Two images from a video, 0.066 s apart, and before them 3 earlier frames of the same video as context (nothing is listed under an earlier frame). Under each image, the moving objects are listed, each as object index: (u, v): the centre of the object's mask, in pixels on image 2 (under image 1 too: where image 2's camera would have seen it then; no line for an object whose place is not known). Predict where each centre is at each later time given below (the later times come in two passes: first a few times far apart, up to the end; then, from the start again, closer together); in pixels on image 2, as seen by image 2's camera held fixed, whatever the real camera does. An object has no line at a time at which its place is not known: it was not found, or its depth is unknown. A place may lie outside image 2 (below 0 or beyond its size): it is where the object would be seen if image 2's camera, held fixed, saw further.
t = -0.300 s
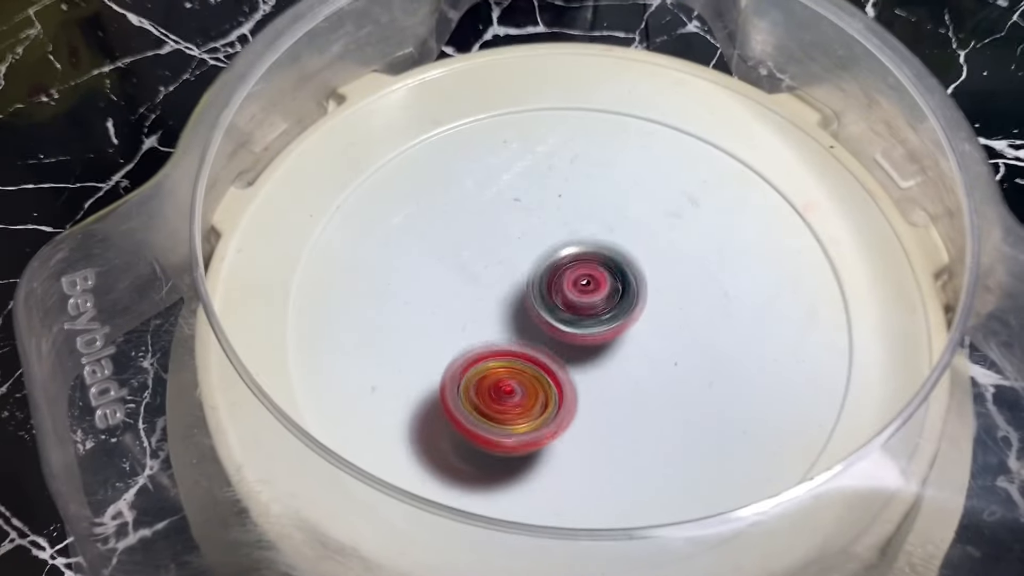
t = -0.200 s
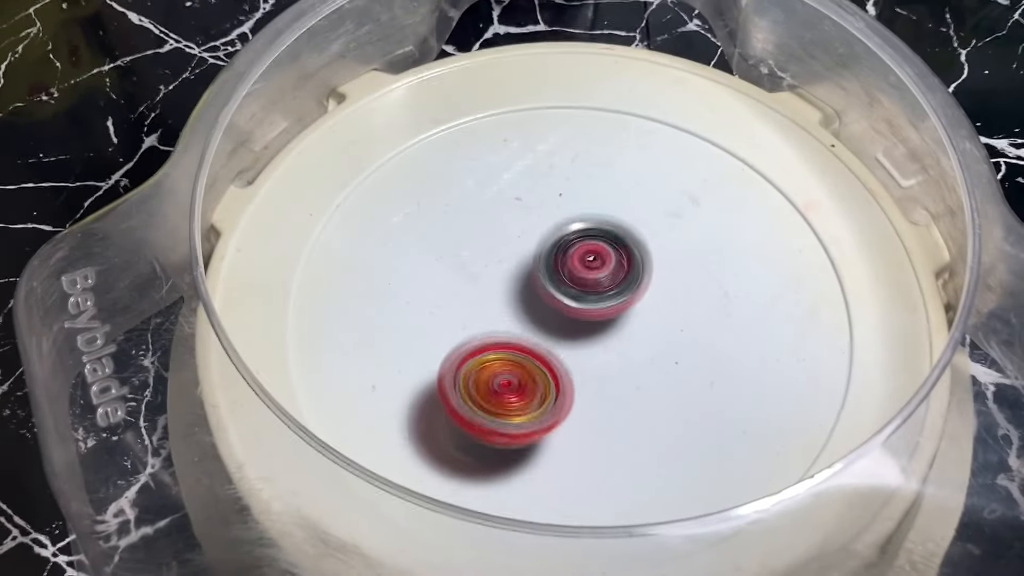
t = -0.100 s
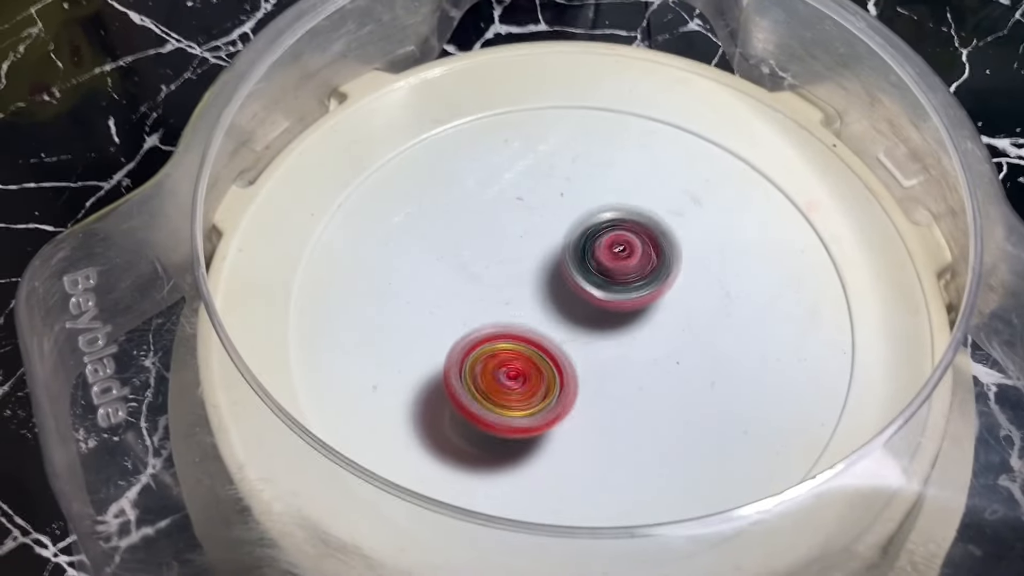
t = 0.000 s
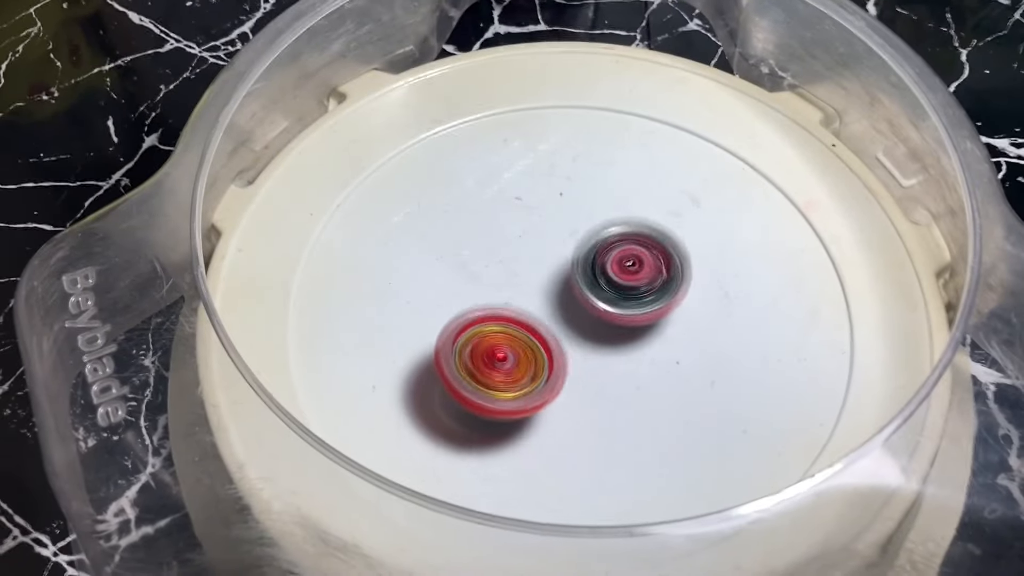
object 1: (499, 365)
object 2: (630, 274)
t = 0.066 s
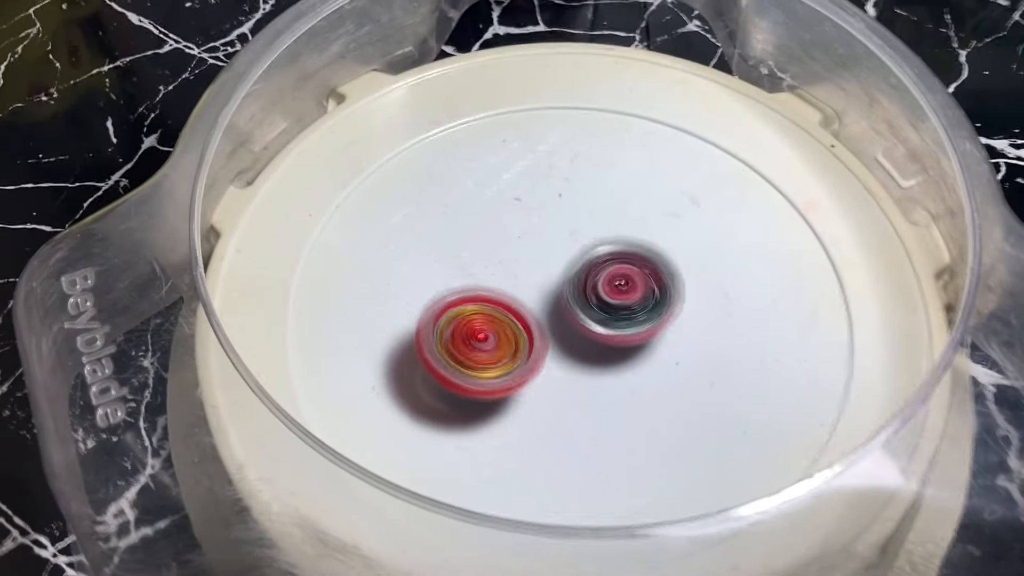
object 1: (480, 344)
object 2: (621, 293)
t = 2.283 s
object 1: (567, 238)
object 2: (572, 359)
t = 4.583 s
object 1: (600, 383)
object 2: (497, 287)
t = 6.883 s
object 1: (588, 224)
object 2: (572, 374)
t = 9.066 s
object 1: (603, 244)
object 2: (540, 351)
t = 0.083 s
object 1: (475, 336)
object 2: (616, 297)
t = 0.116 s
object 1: (467, 328)
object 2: (604, 305)
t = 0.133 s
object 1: (466, 322)
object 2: (597, 308)
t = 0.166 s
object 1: (459, 313)
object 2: (588, 312)
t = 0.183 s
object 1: (455, 310)
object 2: (584, 312)
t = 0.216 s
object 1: (449, 303)
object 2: (579, 309)
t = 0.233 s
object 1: (446, 301)
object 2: (576, 306)
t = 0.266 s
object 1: (441, 301)
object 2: (573, 300)
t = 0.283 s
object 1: (438, 299)
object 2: (573, 297)
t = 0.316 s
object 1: (435, 301)
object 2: (572, 293)
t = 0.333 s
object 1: (435, 302)
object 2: (572, 291)
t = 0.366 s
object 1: (433, 301)
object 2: (569, 288)
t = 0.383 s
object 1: (433, 304)
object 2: (569, 288)
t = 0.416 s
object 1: (435, 304)
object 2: (567, 287)
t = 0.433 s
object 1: (434, 303)
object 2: (566, 285)
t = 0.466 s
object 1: (437, 305)
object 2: (566, 286)
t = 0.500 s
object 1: (438, 301)
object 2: (563, 285)
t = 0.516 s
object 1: (440, 301)
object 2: (564, 285)
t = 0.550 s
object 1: (437, 297)
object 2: (573, 282)
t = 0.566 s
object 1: (432, 294)
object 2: (582, 282)
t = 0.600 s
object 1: (432, 293)
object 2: (600, 279)
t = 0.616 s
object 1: (433, 290)
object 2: (607, 277)
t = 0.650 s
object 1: (437, 290)
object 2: (618, 279)
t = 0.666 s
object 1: (442, 288)
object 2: (621, 280)
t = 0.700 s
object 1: (448, 285)
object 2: (625, 285)
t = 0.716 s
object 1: (454, 286)
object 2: (625, 288)
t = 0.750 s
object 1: (463, 283)
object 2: (621, 294)
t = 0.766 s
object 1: (465, 282)
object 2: (619, 297)
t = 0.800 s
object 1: (477, 280)
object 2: (611, 304)
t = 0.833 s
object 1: (480, 275)
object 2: (609, 312)
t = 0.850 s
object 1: (479, 272)
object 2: (613, 316)
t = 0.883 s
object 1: (475, 266)
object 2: (620, 319)
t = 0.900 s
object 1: (476, 265)
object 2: (622, 322)
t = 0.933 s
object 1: (476, 260)
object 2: (621, 326)
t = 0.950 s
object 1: (477, 260)
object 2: (619, 328)
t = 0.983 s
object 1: (481, 258)
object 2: (613, 335)
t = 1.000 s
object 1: (481, 257)
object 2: (608, 338)
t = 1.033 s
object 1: (487, 258)
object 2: (596, 338)
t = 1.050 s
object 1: (487, 257)
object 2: (588, 338)
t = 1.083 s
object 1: (487, 253)
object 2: (576, 343)
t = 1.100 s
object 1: (481, 248)
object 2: (579, 353)
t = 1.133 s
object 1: (470, 236)
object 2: (592, 371)
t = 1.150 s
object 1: (465, 233)
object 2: (598, 379)
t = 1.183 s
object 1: (459, 228)
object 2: (606, 389)
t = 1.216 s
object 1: (452, 226)
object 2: (609, 396)
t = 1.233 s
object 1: (449, 225)
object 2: (608, 397)
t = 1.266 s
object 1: (445, 225)
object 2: (604, 398)
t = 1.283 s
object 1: (444, 225)
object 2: (599, 397)
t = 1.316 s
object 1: (441, 226)
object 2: (589, 397)
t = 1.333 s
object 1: (441, 226)
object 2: (582, 393)
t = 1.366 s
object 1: (441, 230)
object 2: (565, 386)
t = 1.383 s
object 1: (441, 230)
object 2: (556, 380)
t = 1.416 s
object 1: (446, 235)
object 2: (544, 371)
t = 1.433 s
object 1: (448, 236)
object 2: (539, 368)
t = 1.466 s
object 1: (453, 240)
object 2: (532, 357)
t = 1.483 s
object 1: (457, 242)
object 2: (530, 350)
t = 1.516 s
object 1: (463, 243)
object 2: (530, 338)
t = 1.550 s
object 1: (468, 236)
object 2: (542, 338)
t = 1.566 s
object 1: (470, 233)
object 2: (548, 337)
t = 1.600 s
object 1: (476, 232)
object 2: (558, 336)
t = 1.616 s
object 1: (479, 230)
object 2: (561, 336)
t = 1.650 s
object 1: (483, 231)
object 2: (563, 337)
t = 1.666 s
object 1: (485, 231)
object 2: (562, 338)
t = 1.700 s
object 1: (489, 234)
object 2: (560, 339)
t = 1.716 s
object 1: (492, 235)
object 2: (561, 340)
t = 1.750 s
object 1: (495, 239)
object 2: (561, 341)
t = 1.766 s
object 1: (499, 240)
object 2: (561, 340)
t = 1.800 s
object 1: (501, 242)
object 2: (563, 340)
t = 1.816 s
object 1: (506, 242)
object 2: (566, 342)
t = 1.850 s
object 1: (509, 245)
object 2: (572, 345)
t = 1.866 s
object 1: (515, 245)
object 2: (574, 344)
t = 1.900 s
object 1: (519, 241)
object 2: (581, 345)
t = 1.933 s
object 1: (524, 229)
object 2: (593, 356)
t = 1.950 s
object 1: (525, 225)
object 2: (596, 359)
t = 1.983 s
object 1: (532, 219)
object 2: (598, 366)
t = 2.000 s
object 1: (532, 219)
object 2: (597, 371)
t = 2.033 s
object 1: (538, 217)
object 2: (592, 377)
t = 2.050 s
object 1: (538, 218)
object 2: (588, 377)
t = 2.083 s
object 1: (545, 218)
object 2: (583, 375)
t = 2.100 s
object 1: (544, 220)
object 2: (580, 375)
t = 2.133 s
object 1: (550, 221)
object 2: (575, 371)
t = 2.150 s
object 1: (550, 224)
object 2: (573, 369)
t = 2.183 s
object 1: (555, 226)
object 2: (571, 366)
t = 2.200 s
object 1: (556, 229)
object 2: (569, 364)
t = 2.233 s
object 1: (561, 232)
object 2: (569, 361)
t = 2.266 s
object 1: (566, 238)
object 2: (571, 360)
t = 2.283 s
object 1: (567, 238)
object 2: (572, 359)
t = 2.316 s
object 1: (572, 244)
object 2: (581, 355)
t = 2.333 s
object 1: (572, 244)
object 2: (584, 353)
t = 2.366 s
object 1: (576, 235)
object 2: (589, 366)
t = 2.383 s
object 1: (574, 232)
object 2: (591, 372)
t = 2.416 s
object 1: (577, 229)
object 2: (588, 382)
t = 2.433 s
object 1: (575, 229)
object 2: (583, 387)
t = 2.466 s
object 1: (576, 227)
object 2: (574, 395)
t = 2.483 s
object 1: (574, 228)
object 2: (567, 396)
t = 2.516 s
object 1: (574, 228)
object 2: (548, 395)
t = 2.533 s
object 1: (572, 231)
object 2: (538, 393)
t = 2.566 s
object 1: (573, 232)
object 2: (520, 387)
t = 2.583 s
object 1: (572, 236)
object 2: (515, 383)
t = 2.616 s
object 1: (571, 239)
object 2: (509, 375)
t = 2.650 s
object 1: (573, 244)
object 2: (503, 362)
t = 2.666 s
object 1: (571, 245)
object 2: (503, 356)
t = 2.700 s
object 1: (575, 250)
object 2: (505, 341)
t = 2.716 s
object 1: (580, 246)
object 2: (499, 342)
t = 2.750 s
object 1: (606, 222)
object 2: (470, 366)
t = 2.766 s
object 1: (615, 212)
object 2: (458, 372)
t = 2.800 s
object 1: (628, 200)
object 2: (439, 385)
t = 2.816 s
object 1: (631, 196)
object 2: (428, 388)
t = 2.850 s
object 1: (635, 190)
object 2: (409, 392)
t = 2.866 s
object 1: (634, 188)
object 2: (399, 390)
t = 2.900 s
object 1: (634, 184)
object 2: (386, 387)
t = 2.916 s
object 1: (632, 183)
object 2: (382, 383)
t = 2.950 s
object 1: (631, 181)
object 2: (374, 372)
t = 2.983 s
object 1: (629, 180)
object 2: (371, 358)
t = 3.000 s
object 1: (626, 179)
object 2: (372, 349)
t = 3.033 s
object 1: (622, 180)
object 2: (376, 330)
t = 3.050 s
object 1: (620, 182)
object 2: (382, 320)
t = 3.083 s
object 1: (615, 185)
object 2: (394, 305)
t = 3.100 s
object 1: (613, 189)
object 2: (403, 297)
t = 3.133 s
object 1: (607, 197)
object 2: (423, 288)
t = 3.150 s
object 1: (604, 201)
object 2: (436, 281)
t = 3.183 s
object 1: (600, 211)
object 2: (460, 275)
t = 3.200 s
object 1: (599, 215)
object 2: (475, 271)
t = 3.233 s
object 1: (617, 218)
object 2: (480, 281)
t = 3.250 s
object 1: (638, 210)
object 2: (468, 293)
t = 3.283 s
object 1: (672, 196)
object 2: (440, 328)
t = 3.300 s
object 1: (685, 193)
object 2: (433, 341)
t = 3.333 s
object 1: (702, 186)
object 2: (418, 369)
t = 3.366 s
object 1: (712, 183)
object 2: (406, 389)
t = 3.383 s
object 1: (713, 183)
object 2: (402, 395)
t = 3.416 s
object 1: (714, 179)
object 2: (395, 410)
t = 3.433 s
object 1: (715, 179)
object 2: (394, 413)
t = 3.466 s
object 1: (719, 178)
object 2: (393, 418)
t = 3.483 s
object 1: (720, 179)
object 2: (393, 420)
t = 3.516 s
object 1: (722, 179)
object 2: (393, 420)
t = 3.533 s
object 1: (719, 177)
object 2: (395, 421)
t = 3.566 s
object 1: (715, 180)
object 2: (398, 417)
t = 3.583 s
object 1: (710, 183)
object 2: (397, 416)
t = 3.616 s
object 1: (704, 188)
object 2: (403, 407)
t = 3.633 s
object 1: (700, 193)
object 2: (405, 402)
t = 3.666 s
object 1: (690, 202)
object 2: (409, 391)
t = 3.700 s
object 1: (682, 210)
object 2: (411, 378)
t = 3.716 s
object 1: (677, 217)
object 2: (411, 371)
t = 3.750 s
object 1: (666, 225)
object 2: (415, 358)
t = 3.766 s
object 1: (664, 230)
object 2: (417, 352)
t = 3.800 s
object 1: (657, 241)
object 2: (425, 343)
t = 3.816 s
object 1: (653, 244)
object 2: (433, 337)
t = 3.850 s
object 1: (648, 255)
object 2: (453, 329)
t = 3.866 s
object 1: (644, 261)
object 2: (465, 324)
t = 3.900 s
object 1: (640, 271)
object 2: (489, 316)
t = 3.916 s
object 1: (638, 280)
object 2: (504, 315)
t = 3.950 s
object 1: (650, 293)
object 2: (514, 314)
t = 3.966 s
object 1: (665, 301)
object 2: (509, 318)
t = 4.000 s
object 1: (680, 315)
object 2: (503, 324)
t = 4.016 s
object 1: (685, 320)
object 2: (504, 326)
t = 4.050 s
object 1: (691, 331)
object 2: (507, 333)
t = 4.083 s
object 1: (691, 340)
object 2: (512, 339)
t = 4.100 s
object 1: (689, 344)
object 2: (516, 341)
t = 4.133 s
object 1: (686, 348)
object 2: (523, 345)
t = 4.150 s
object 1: (683, 351)
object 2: (526, 347)
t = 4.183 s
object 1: (677, 354)
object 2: (535, 348)
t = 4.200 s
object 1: (674, 355)
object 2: (539, 345)
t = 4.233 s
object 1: (676, 359)
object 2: (534, 339)
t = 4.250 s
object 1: (677, 361)
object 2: (532, 335)
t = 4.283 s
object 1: (677, 367)
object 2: (526, 325)
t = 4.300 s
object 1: (676, 369)
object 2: (523, 321)
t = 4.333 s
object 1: (672, 374)
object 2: (520, 310)
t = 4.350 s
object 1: (668, 375)
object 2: (519, 304)
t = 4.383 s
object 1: (662, 378)
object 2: (517, 294)
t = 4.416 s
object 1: (654, 381)
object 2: (514, 285)
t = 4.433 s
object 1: (649, 382)
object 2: (513, 282)
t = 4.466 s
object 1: (638, 384)
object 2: (508, 276)
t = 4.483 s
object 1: (634, 384)
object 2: (504, 274)
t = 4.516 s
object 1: (622, 385)
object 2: (499, 274)
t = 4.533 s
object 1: (617, 384)
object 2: (499, 276)
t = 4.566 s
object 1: (606, 383)
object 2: (497, 281)
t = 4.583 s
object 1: (600, 383)
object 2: (497, 287)
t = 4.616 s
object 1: (589, 380)
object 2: (501, 297)
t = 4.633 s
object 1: (587, 384)
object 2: (501, 300)
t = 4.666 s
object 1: (603, 415)
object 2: (478, 269)
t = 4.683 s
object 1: (607, 429)
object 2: (469, 256)
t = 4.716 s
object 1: (615, 448)
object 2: (454, 230)
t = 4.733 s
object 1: (619, 452)
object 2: (452, 215)
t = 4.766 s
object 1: (621, 460)
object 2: (444, 198)
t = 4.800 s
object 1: (623, 463)
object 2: (442, 180)
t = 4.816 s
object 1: (621, 463)
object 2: (442, 175)
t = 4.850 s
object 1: (620, 461)
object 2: (443, 162)
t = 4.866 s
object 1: (622, 457)
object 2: (446, 155)
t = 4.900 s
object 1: (620, 450)
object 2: (454, 148)
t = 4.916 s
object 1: (616, 448)
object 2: (456, 147)
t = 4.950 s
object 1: (610, 440)
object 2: (467, 145)
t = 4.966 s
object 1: (608, 436)
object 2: (472, 143)
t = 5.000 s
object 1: (600, 426)
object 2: (482, 144)
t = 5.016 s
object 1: (592, 422)
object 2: (488, 147)
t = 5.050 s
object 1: (584, 410)
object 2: (499, 150)
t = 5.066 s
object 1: (583, 404)
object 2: (504, 150)
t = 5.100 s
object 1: (575, 392)
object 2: (515, 156)
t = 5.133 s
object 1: (568, 380)
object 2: (530, 164)
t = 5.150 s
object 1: (562, 375)
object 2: (536, 169)
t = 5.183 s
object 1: (556, 365)
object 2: (550, 180)
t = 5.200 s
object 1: (556, 360)
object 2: (556, 183)
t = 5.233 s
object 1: (551, 352)
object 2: (566, 194)
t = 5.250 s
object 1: (548, 349)
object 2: (569, 200)
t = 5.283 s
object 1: (542, 344)
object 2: (574, 212)
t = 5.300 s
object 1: (540, 342)
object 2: (576, 216)
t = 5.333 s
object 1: (531, 335)
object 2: (577, 228)
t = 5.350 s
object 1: (525, 332)
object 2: (577, 233)
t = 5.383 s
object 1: (514, 326)
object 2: (575, 243)
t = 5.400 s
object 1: (505, 327)
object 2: (575, 244)
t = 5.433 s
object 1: (485, 332)
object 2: (580, 235)
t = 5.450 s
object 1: (477, 334)
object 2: (582, 236)
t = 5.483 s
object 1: (465, 332)
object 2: (587, 239)
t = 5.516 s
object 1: (460, 328)
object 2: (596, 245)
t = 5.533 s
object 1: (457, 327)
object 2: (597, 248)
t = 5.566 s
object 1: (455, 324)
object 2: (598, 256)
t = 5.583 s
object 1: (456, 321)
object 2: (597, 264)
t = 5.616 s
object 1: (456, 317)
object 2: (598, 278)
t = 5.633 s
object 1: (456, 316)
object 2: (597, 286)
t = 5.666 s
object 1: (458, 313)
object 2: (601, 302)
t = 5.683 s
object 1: (459, 308)
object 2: (605, 308)
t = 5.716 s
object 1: (462, 306)
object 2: (604, 325)
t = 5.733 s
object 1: (465, 306)
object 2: (603, 329)
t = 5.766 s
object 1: (470, 302)
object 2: (602, 340)
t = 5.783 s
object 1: (470, 299)
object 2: (599, 345)
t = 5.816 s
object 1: (477, 296)
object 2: (597, 351)
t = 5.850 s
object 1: (484, 292)
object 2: (594, 355)
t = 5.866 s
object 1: (487, 288)
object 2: (595, 358)
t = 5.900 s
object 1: (490, 281)
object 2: (597, 359)
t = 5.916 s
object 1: (492, 279)
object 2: (598, 358)
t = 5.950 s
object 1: (497, 275)
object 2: (597, 356)
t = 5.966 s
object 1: (500, 270)
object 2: (594, 354)
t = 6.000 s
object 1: (505, 266)
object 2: (592, 349)
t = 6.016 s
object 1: (508, 264)
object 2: (593, 350)
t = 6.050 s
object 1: (512, 256)
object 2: (594, 349)
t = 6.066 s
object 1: (512, 254)
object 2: (594, 350)
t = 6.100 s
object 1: (517, 250)
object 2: (590, 347)
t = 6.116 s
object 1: (521, 247)
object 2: (588, 344)
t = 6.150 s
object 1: (526, 244)
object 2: (582, 341)
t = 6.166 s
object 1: (527, 238)
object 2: (580, 346)
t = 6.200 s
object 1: (528, 224)
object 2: (579, 354)
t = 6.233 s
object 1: (529, 215)
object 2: (578, 359)
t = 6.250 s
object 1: (529, 212)
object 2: (575, 361)
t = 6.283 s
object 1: (531, 207)
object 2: (573, 364)
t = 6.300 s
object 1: (533, 205)
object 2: (571, 365)
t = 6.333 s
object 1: (536, 202)
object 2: (567, 366)
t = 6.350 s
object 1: (537, 204)
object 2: (566, 367)
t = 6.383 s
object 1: (539, 204)
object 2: (562, 368)
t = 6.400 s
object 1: (538, 203)
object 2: (562, 366)
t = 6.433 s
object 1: (539, 206)
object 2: (559, 367)
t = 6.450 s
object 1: (541, 206)
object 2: (558, 366)
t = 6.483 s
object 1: (543, 208)
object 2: (559, 365)
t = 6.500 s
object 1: (544, 212)
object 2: (558, 365)
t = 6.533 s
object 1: (546, 215)
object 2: (559, 362)
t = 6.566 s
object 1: (550, 218)
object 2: (562, 361)
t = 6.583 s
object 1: (549, 221)
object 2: (562, 360)
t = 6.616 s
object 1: (554, 227)
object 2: (566, 356)
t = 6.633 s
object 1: (557, 228)
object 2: (567, 356)
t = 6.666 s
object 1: (560, 233)
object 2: (570, 349)
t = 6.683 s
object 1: (564, 238)
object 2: (571, 349)
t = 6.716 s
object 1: (568, 239)
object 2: (574, 349)
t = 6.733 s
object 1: (567, 239)
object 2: (575, 353)
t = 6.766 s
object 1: (573, 242)
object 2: (575, 352)
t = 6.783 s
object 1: (575, 242)
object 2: (576, 352)
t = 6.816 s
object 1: (579, 237)
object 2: (576, 360)
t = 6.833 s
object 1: (584, 231)
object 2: (577, 367)
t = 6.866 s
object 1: (588, 224)
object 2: (573, 372)
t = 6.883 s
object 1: (588, 224)
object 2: (572, 374)
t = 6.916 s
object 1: (589, 224)
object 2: (569, 374)
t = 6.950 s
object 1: (588, 226)
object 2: (566, 370)
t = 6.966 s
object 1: (585, 228)
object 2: (566, 370)
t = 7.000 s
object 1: (585, 232)
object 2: (561, 361)
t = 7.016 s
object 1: (583, 232)
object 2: (561, 358)
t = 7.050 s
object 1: (581, 238)
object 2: (557, 349)
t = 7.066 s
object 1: (582, 240)
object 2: (557, 348)
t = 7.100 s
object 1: (581, 243)
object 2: (548, 344)
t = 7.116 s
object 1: (582, 241)
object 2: (546, 351)
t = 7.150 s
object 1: (586, 236)
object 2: (535, 361)
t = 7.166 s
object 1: (584, 235)
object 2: (534, 365)
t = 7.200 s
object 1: (586, 237)
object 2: (526, 370)
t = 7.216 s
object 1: (587, 236)
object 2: (528, 372)
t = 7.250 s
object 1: (583, 240)
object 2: (523, 375)
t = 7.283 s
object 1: (580, 243)
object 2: (525, 376)
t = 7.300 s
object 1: (580, 243)
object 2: (524, 377)
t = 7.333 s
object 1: (577, 245)
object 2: (527, 376)
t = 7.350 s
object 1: (578, 248)
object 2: (526, 375)
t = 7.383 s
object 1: (575, 251)
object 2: (531, 373)
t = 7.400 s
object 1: (573, 255)
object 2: (530, 371)
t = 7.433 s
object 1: (572, 260)
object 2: (534, 369)
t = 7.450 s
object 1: (568, 261)
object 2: (535, 367)
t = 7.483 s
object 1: (567, 263)
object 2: (535, 371)
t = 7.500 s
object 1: (568, 261)
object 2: (536, 369)
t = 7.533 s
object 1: (567, 263)
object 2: (537, 372)
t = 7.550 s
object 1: (569, 264)
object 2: (539, 369)
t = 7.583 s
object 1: (571, 261)
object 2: (538, 378)
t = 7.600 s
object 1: (574, 262)
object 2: (540, 380)
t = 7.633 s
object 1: (573, 260)
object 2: (542, 383)
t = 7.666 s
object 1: (571, 261)
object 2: (548, 379)
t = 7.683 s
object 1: (573, 263)
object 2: (548, 378)
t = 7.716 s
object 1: (571, 263)
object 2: (554, 373)
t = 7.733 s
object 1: (571, 263)
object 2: (554, 372)
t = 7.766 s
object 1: (572, 257)
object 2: (556, 377)
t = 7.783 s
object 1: (570, 257)
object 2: (557, 375)
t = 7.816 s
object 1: (571, 256)
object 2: (556, 376)
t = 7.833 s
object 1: (568, 255)
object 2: (556, 373)
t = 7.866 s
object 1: (566, 256)
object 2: (552, 368)
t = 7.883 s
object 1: (566, 255)
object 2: (553, 365)
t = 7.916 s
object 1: (564, 255)
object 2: (548, 357)
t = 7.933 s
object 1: (565, 255)
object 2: (547, 355)
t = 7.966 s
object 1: (568, 250)
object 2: (541, 357)
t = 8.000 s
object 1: (568, 245)
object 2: (533, 361)
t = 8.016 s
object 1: (570, 242)
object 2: (529, 362)
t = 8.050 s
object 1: (570, 239)
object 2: (523, 363)
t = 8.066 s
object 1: (571, 239)
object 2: (524, 363)
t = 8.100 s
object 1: (570, 237)
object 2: (521, 364)
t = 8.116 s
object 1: (571, 237)
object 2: (520, 364)
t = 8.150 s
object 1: (570, 235)
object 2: (522, 363)
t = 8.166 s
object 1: (570, 237)
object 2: (522, 363)
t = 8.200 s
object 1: (569, 236)
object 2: (525, 360)
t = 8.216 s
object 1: (567, 238)
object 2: (527, 359)
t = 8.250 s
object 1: (569, 240)
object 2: (529, 357)
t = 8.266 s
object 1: (565, 240)
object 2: (532, 354)
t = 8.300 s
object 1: (566, 244)
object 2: (533, 352)
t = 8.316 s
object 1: (564, 243)
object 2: (536, 350)
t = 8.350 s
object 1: (566, 243)
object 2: (538, 352)
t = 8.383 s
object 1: (570, 241)
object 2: (537, 358)
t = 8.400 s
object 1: (569, 243)
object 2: (539, 355)
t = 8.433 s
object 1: (572, 245)
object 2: (540, 357)
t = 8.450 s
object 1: (570, 246)
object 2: (543, 356)
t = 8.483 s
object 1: (575, 246)
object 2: (544, 353)
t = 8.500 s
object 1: (576, 245)
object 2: (544, 358)
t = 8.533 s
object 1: (579, 245)
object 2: (547, 358)
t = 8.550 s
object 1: (579, 243)
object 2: (546, 357)
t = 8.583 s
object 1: (582, 243)
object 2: (547, 358)
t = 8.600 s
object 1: (583, 242)
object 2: (547, 353)
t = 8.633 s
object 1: (585, 244)
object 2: (547, 348)
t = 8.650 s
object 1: (586, 244)
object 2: (547, 347)
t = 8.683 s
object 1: (587, 246)
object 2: (545, 338)
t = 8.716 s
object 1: (591, 243)
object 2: (542, 342)
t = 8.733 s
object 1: (592, 240)
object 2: (541, 346)
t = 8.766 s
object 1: (598, 237)
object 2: (537, 348)
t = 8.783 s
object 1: (597, 236)
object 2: (538, 348)
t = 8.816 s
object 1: (600, 235)
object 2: (536, 351)
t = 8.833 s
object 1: (599, 234)
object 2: (534, 351)
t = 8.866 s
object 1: (602, 234)
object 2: (536, 350)
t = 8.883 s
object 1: (601, 232)
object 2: (536, 351)
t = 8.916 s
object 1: (602, 234)
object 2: (534, 352)
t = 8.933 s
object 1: (601, 233)
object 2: (537, 351)
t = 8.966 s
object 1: (602, 237)
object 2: (539, 348)
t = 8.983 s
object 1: (601, 237)
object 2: (539, 348)
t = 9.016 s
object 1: (600, 241)
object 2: (543, 345)
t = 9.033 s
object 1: (599, 242)
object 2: (544, 342)
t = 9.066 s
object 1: (603, 244)
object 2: (540, 351)
